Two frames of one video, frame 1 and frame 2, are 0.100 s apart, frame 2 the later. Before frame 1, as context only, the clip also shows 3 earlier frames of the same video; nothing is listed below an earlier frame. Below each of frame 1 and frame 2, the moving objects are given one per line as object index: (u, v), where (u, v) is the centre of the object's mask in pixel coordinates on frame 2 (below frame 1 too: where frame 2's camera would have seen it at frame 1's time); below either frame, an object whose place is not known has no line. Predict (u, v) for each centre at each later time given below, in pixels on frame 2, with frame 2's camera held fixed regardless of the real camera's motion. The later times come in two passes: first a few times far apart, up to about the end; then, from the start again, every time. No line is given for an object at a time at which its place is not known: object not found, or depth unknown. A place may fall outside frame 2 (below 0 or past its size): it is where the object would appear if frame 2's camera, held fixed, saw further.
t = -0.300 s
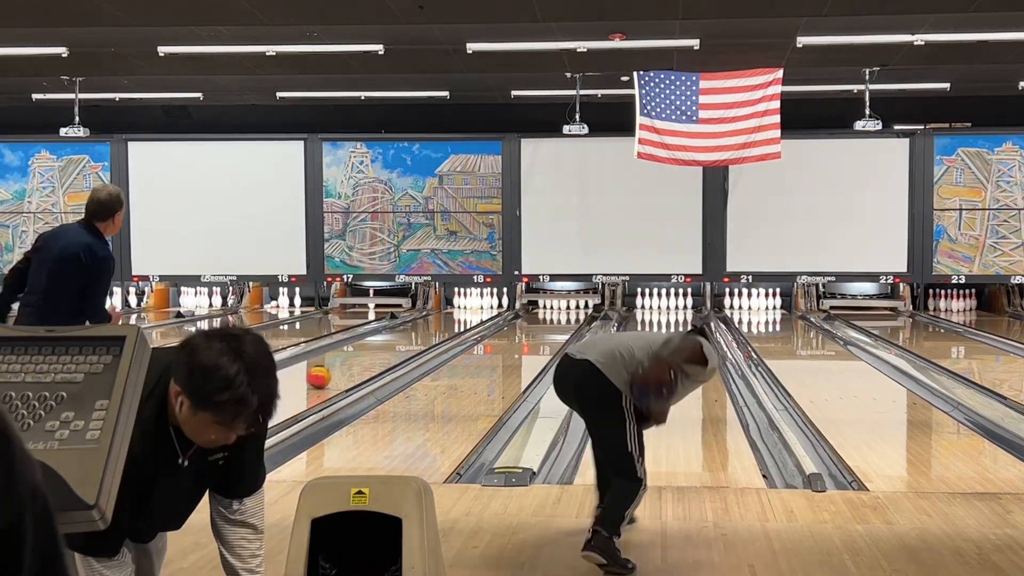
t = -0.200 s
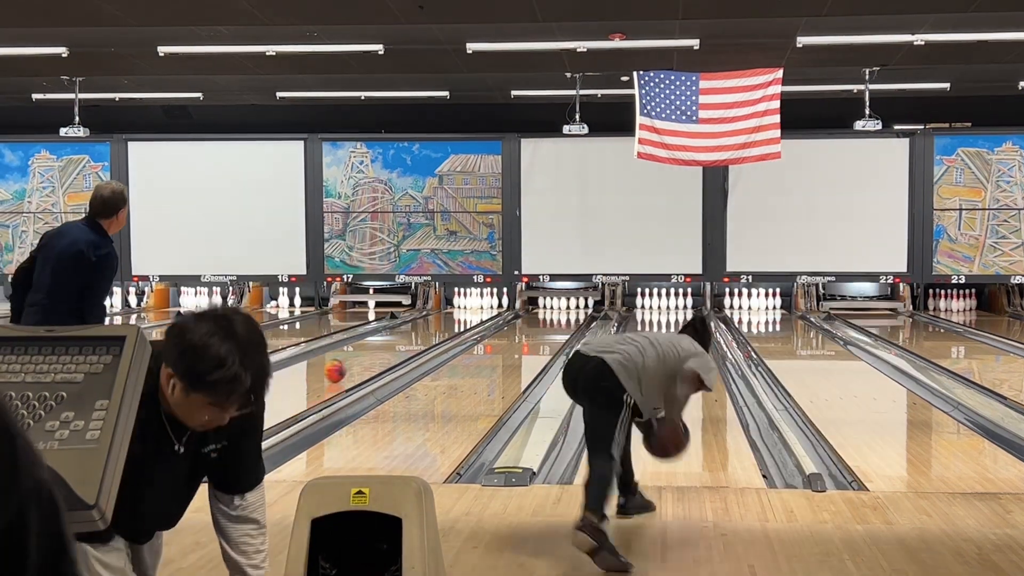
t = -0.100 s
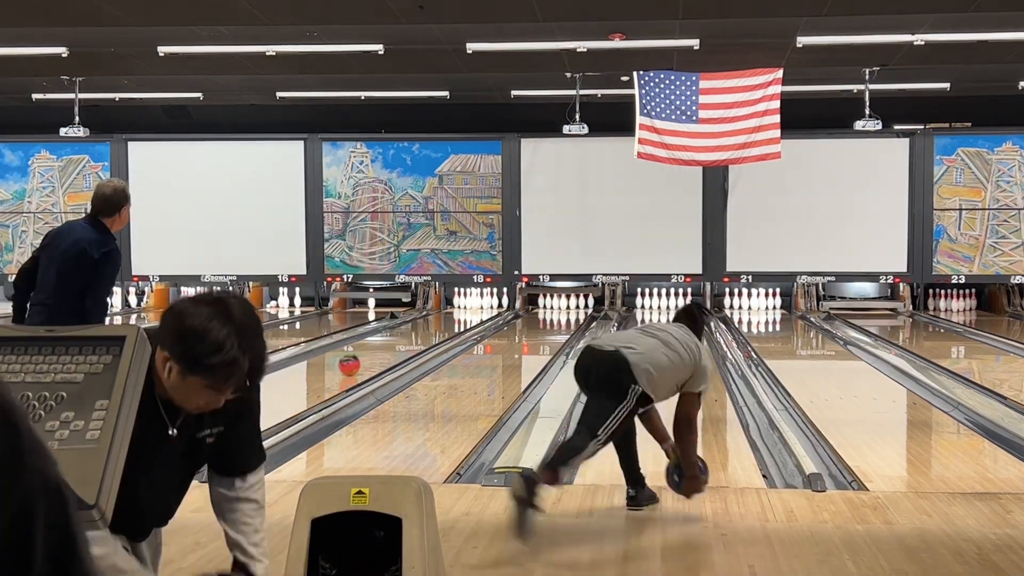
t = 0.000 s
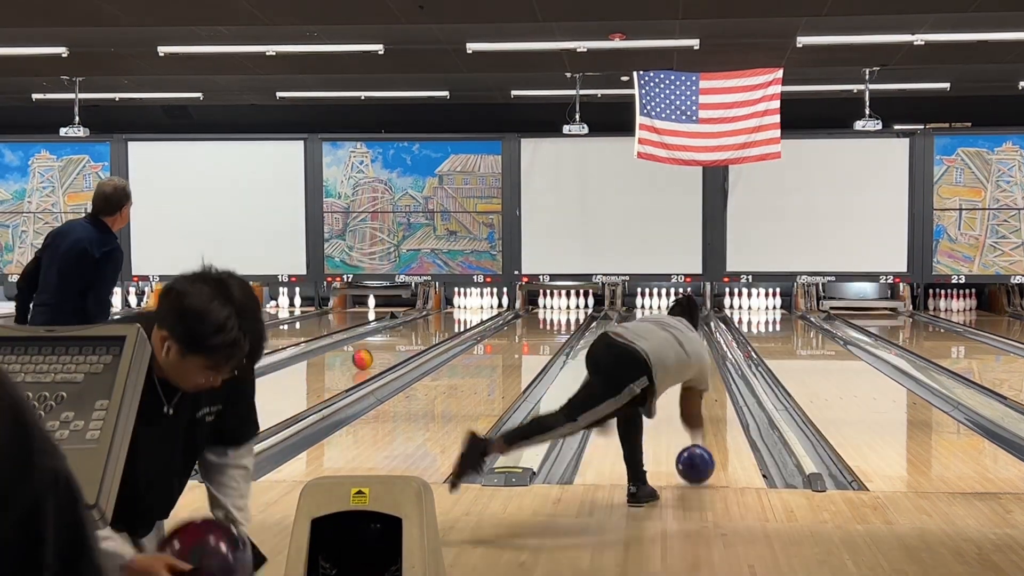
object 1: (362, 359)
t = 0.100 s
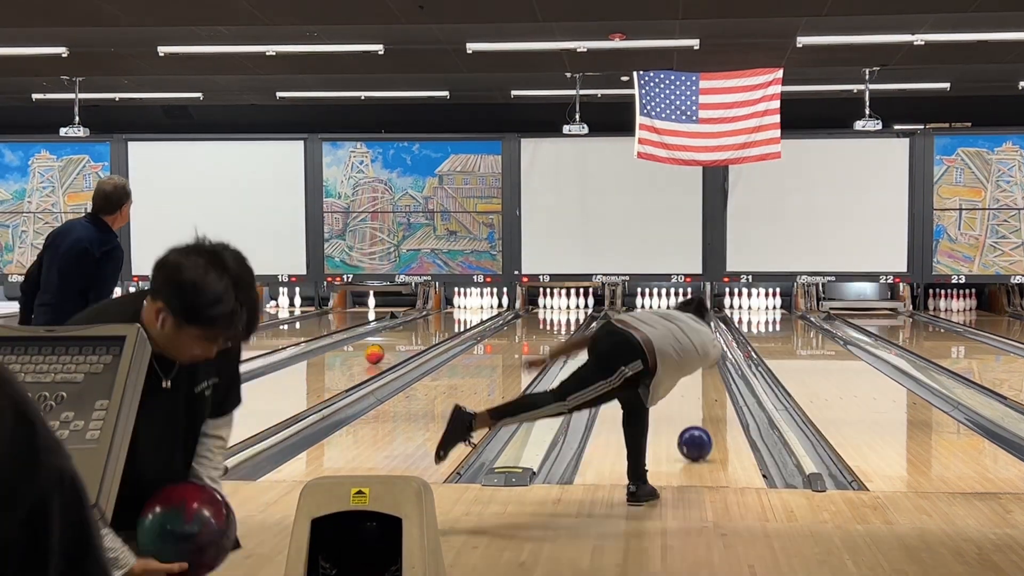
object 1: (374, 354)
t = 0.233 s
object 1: (389, 348)
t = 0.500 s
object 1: (412, 337)
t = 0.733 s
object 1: (428, 330)
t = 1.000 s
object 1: (443, 324)
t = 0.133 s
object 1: (378, 352)
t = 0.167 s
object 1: (382, 351)
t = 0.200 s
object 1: (386, 350)
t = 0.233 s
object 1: (389, 348)
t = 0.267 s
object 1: (392, 347)
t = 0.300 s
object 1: (395, 345)
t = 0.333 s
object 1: (398, 343)
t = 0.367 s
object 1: (400, 342)
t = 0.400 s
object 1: (404, 341)
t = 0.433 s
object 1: (406, 340)
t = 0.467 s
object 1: (409, 338)
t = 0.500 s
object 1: (412, 337)
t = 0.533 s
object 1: (414, 336)
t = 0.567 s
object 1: (417, 335)
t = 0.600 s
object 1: (420, 334)
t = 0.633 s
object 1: (422, 334)
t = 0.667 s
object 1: (424, 332)
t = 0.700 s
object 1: (426, 331)
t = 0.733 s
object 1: (428, 330)
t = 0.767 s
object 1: (430, 329)
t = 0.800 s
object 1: (432, 328)
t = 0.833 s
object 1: (434, 328)
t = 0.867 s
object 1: (436, 327)
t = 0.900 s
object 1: (439, 326)
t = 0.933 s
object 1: (441, 325)
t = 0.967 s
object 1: (442, 325)
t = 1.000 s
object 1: (443, 324)
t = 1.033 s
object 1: (445, 323)
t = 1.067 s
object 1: (446, 322)
